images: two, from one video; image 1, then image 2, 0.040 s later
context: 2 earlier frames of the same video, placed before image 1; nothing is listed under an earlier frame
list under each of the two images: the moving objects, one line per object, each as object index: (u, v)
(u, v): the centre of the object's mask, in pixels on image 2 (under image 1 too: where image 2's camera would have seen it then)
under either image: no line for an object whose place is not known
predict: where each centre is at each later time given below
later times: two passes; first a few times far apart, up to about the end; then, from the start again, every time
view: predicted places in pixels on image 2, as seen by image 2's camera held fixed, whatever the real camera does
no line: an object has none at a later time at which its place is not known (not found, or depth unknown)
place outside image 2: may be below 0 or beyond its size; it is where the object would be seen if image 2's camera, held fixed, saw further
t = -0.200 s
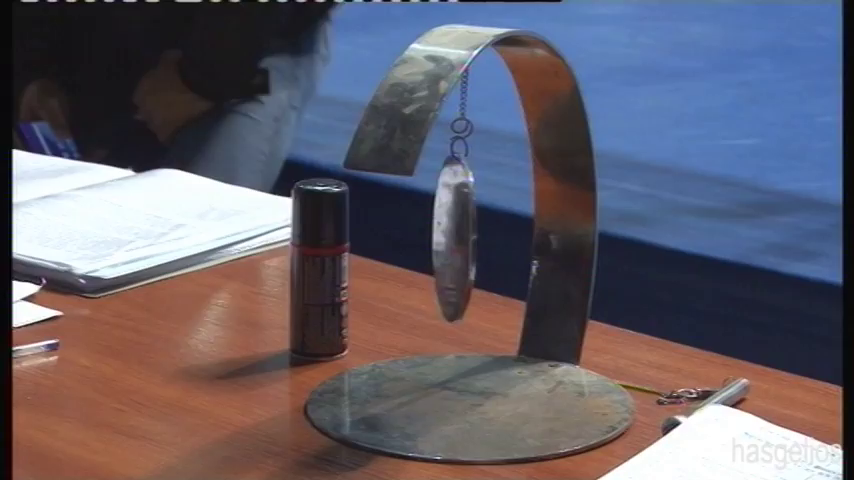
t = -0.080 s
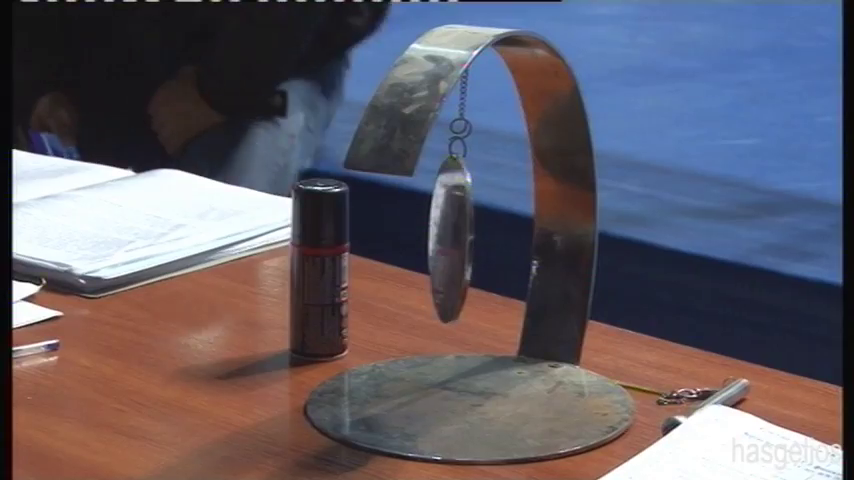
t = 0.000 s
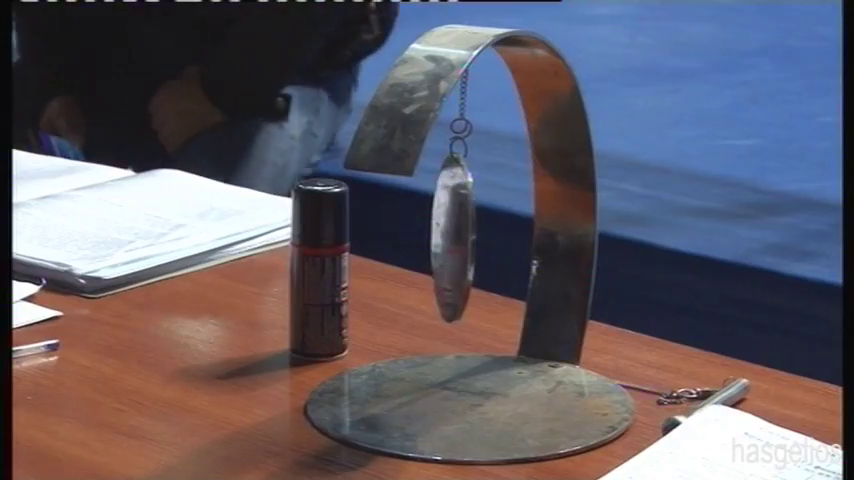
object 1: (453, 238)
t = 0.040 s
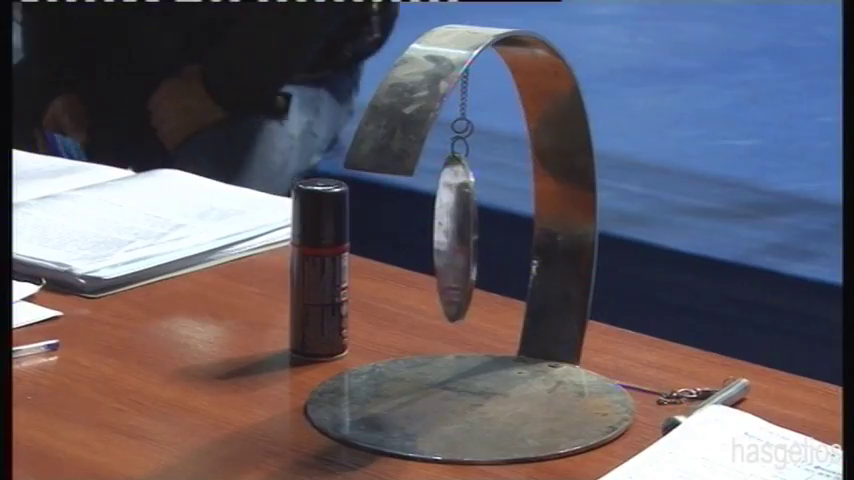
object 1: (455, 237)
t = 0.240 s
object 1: (468, 235)
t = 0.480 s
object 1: (459, 237)
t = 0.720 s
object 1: (452, 238)
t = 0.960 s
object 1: (466, 236)
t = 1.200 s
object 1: (462, 236)
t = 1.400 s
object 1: (451, 238)
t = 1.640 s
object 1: (462, 236)
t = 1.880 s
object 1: (466, 236)
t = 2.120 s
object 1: (452, 238)
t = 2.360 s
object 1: (459, 237)
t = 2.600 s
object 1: (467, 235)
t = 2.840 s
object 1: (453, 238)
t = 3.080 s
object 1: (457, 237)
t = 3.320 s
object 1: (467, 235)
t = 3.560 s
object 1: (454, 237)
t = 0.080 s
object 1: (458, 236)
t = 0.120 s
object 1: (461, 237)
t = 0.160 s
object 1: (464, 236)
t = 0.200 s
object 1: (466, 236)
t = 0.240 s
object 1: (468, 235)
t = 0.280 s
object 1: (468, 235)
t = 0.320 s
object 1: (468, 235)
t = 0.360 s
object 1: (467, 235)
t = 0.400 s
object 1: (465, 236)
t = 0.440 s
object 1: (462, 236)
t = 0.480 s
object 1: (459, 237)
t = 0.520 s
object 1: (456, 238)
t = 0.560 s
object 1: (454, 237)
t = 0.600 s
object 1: (452, 238)
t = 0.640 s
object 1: (451, 238)
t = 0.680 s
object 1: (451, 238)
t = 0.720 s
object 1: (452, 238)
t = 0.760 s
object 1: (453, 237)
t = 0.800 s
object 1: (455, 237)
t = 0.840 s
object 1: (458, 237)
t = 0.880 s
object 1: (461, 236)
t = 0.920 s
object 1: (464, 236)
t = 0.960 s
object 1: (466, 236)
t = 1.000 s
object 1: (467, 235)
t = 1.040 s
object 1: (468, 235)
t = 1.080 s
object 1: (468, 235)
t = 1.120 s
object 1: (466, 235)
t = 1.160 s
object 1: (464, 236)
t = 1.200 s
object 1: (462, 236)
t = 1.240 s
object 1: (459, 237)
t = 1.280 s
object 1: (456, 238)
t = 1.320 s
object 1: (454, 237)
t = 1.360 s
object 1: (452, 238)
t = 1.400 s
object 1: (451, 238)
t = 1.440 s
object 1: (451, 238)
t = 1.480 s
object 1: (452, 238)
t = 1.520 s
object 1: (454, 237)
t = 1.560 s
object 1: (456, 237)
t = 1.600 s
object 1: (459, 237)
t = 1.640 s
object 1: (462, 236)
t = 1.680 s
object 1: (464, 236)
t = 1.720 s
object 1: (466, 235)
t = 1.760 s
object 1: (467, 235)
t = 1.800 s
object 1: (468, 235)
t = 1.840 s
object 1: (467, 235)
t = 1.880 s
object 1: (466, 236)
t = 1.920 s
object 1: (464, 236)
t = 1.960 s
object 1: (461, 236)
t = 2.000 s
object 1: (458, 237)
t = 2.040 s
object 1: (455, 238)
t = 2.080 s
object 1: (453, 238)
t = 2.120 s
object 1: (452, 238)
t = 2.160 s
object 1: (451, 238)
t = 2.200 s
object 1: (451, 238)
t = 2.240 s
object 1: (452, 238)
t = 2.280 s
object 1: (454, 238)
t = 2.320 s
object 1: (457, 237)
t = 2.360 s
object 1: (459, 237)
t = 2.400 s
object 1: (462, 236)
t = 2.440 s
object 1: (465, 236)
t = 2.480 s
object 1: (466, 235)
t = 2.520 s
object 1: (468, 235)
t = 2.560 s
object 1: (468, 235)
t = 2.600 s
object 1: (467, 235)
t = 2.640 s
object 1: (465, 236)
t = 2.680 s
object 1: (463, 236)
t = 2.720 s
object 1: (461, 237)
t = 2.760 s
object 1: (458, 237)
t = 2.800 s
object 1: (455, 237)
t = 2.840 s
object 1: (453, 238)
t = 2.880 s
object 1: (452, 238)
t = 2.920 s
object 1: (451, 238)
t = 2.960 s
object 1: (452, 238)
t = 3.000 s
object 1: (453, 238)
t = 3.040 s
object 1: (455, 238)
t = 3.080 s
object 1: (457, 237)
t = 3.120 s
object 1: (460, 236)
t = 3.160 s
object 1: (463, 236)
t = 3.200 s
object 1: (465, 235)
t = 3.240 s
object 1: (467, 235)
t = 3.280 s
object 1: (467, 235)
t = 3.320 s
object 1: (467, 235)
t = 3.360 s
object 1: (467, 235)
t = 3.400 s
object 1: (465, 236)
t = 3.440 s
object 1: (463, 236)
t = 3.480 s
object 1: (460, 237)
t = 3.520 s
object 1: (457, 237)
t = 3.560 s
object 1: (454, 237)
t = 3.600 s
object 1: (453, 237)
